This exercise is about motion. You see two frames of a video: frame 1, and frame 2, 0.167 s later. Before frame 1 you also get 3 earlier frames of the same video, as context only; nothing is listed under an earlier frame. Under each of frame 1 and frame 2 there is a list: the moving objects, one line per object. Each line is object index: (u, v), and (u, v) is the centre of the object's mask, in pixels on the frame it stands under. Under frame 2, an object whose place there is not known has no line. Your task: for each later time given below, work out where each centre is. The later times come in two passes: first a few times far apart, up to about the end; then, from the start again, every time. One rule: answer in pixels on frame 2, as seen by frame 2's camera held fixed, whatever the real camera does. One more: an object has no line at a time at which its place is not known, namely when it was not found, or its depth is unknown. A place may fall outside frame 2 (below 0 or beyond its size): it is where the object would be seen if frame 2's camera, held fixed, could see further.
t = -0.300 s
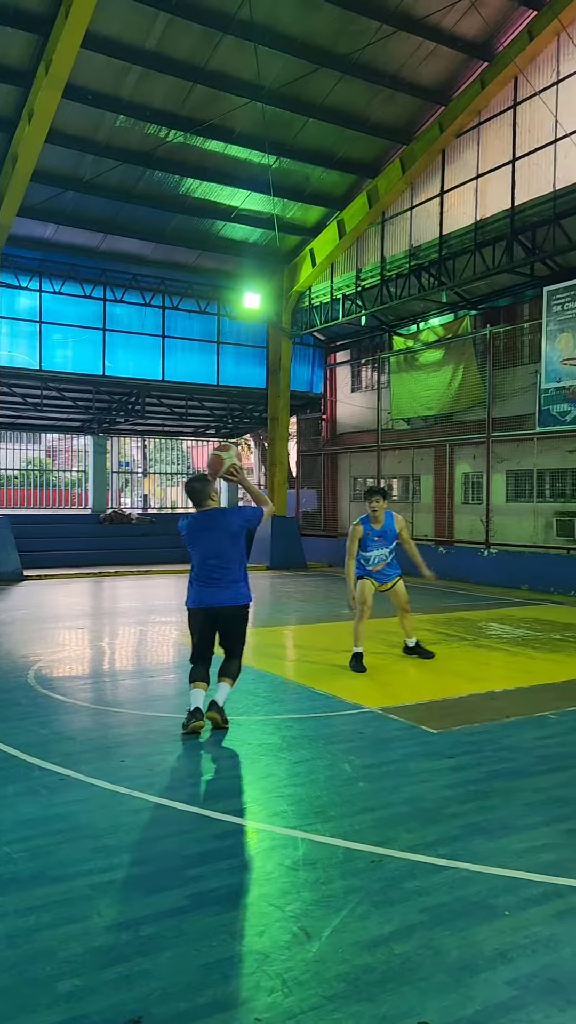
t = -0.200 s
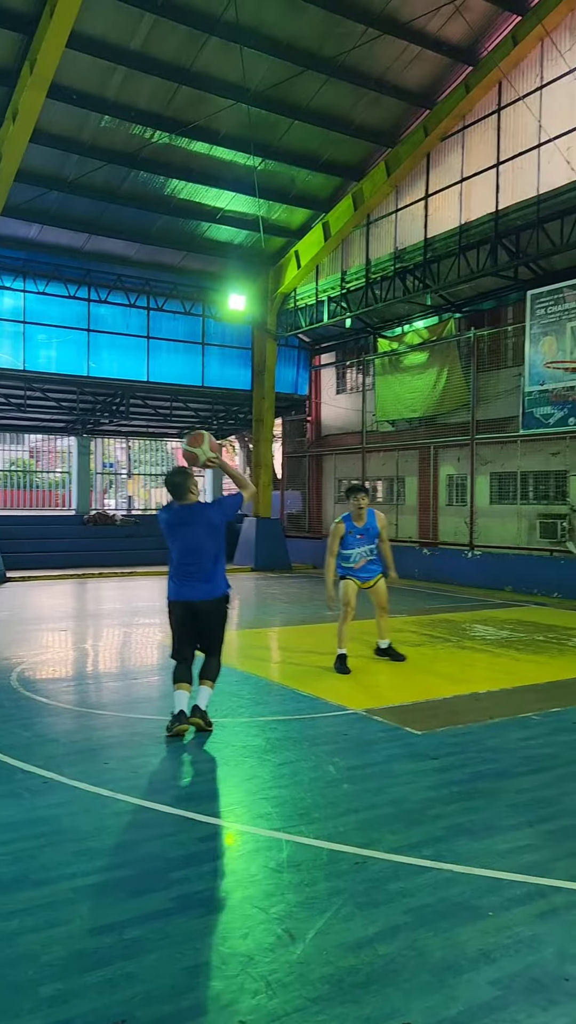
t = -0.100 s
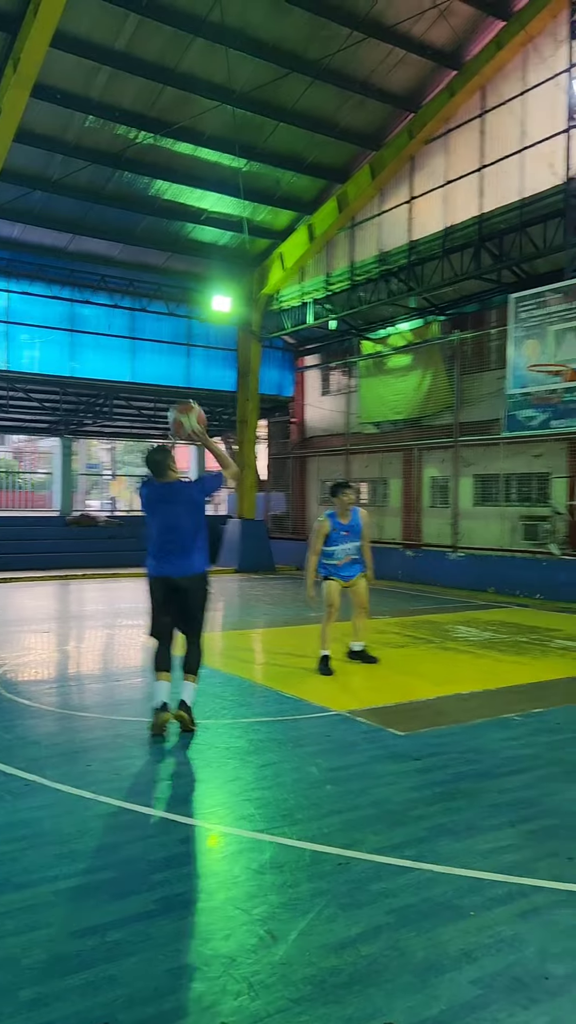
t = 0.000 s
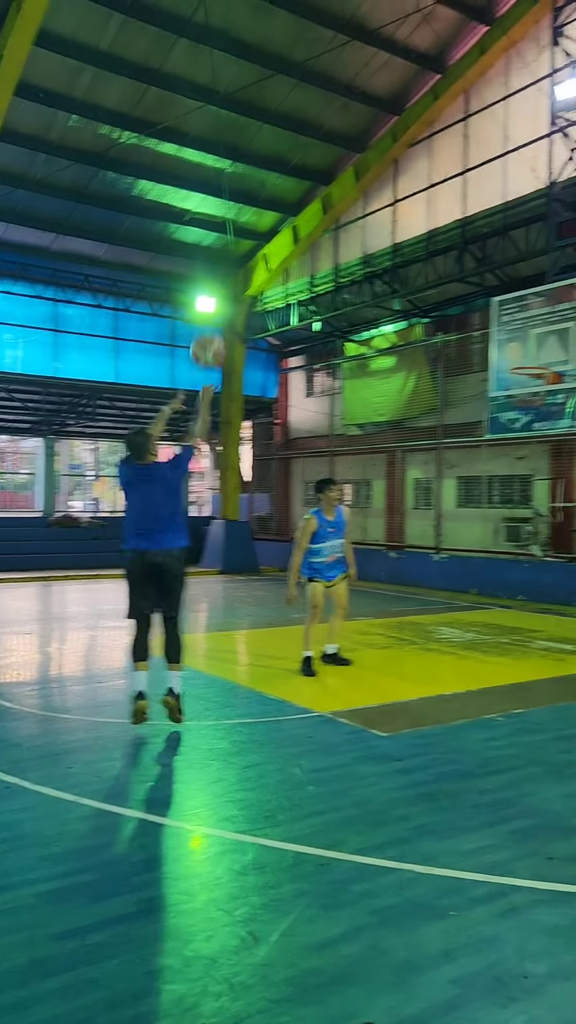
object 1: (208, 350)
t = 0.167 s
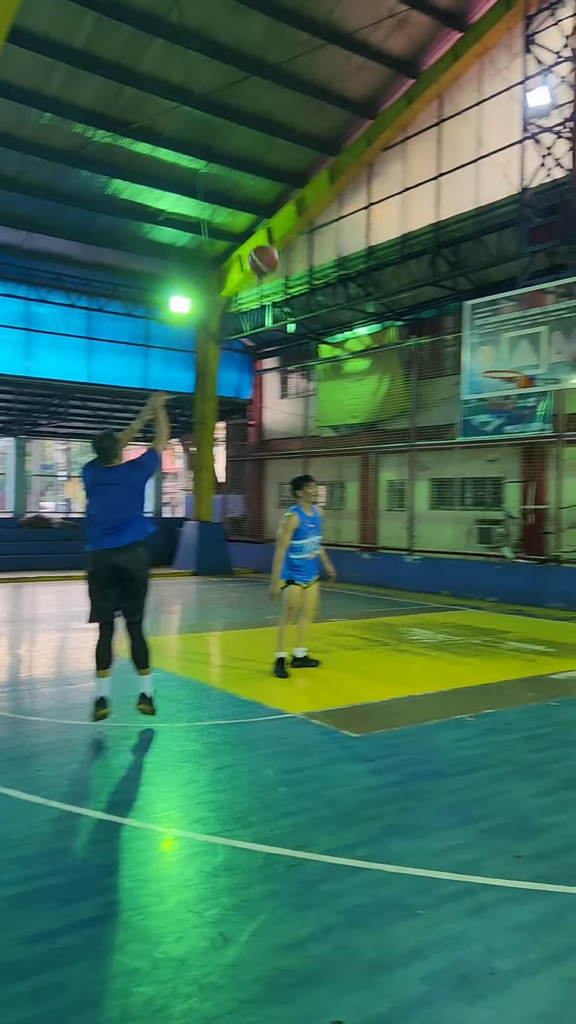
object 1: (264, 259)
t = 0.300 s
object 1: (313, 218)
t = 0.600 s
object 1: (409, 221)
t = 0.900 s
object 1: (475, 298)
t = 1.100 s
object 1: (508, 382)
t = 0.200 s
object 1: (277, 247)
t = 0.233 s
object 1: (287, 231)
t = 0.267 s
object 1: (302, 224)
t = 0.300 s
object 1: (313, 218)
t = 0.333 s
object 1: (326, 215)
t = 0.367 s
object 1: (337, 213)
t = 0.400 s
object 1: (349, 210)
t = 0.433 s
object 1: (358, 203)
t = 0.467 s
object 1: (370, 206)
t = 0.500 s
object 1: (380, 211)
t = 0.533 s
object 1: (391, 211)
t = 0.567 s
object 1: (400, 217)
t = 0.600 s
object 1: (409, 221)
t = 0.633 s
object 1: (417, 227)
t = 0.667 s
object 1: (426, 234)
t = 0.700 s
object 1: (434, 240)
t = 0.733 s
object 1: (442, 249)
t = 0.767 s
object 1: (449, 258)
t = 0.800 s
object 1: (455, 267)
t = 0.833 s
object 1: (462, 277)
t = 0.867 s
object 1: (468, 287)
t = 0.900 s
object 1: (475, 298)
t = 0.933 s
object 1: (480, 312)
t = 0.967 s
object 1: (487, 324)
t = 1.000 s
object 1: (494, 338)
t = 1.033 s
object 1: (499, 353)
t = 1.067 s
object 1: (505, 365)
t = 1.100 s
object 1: (508, 382)
